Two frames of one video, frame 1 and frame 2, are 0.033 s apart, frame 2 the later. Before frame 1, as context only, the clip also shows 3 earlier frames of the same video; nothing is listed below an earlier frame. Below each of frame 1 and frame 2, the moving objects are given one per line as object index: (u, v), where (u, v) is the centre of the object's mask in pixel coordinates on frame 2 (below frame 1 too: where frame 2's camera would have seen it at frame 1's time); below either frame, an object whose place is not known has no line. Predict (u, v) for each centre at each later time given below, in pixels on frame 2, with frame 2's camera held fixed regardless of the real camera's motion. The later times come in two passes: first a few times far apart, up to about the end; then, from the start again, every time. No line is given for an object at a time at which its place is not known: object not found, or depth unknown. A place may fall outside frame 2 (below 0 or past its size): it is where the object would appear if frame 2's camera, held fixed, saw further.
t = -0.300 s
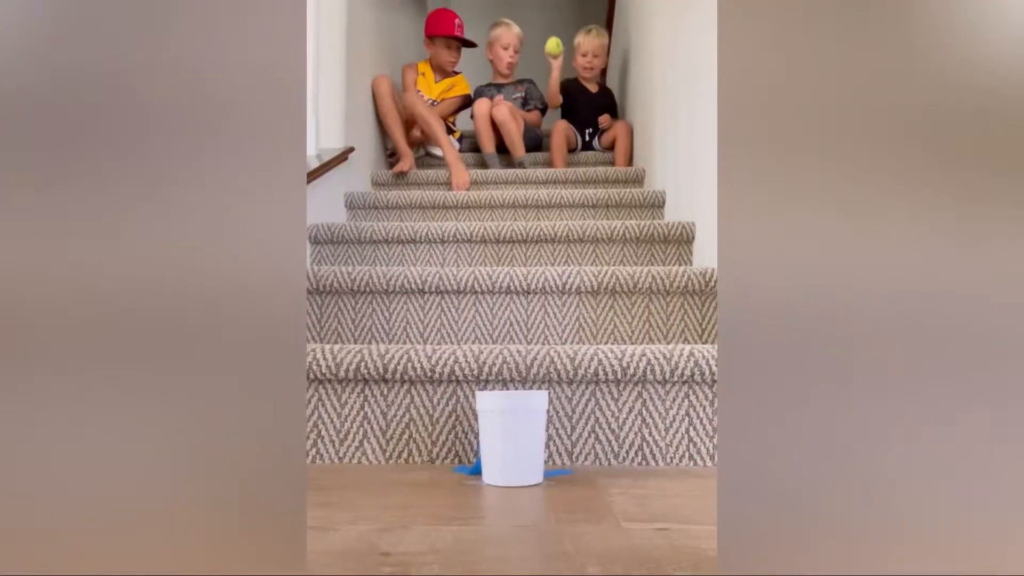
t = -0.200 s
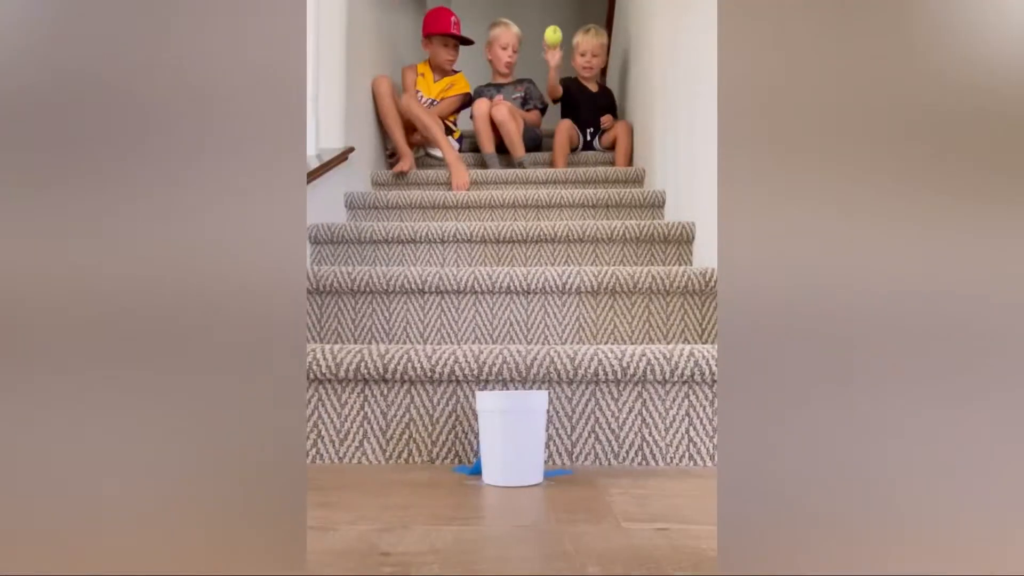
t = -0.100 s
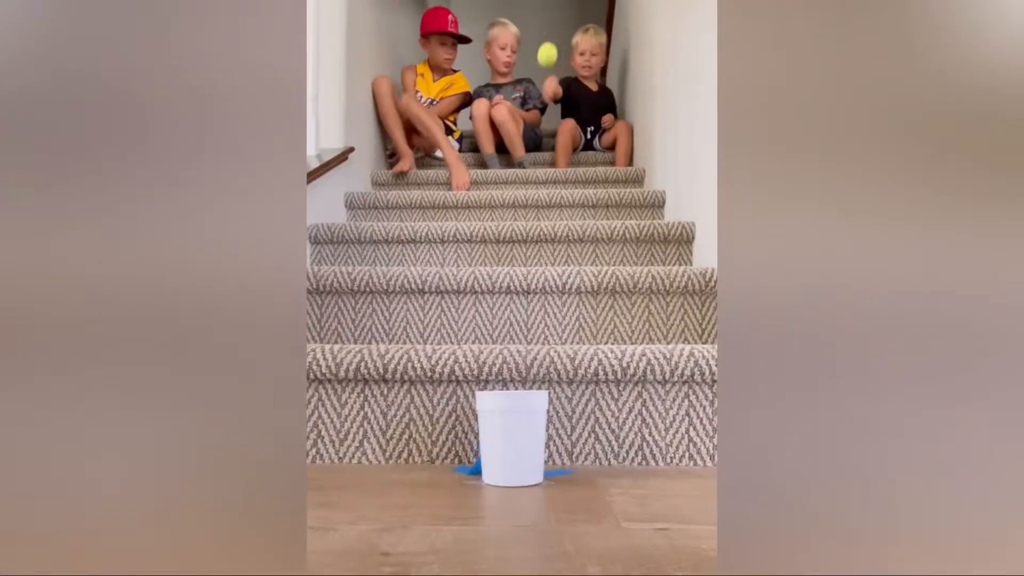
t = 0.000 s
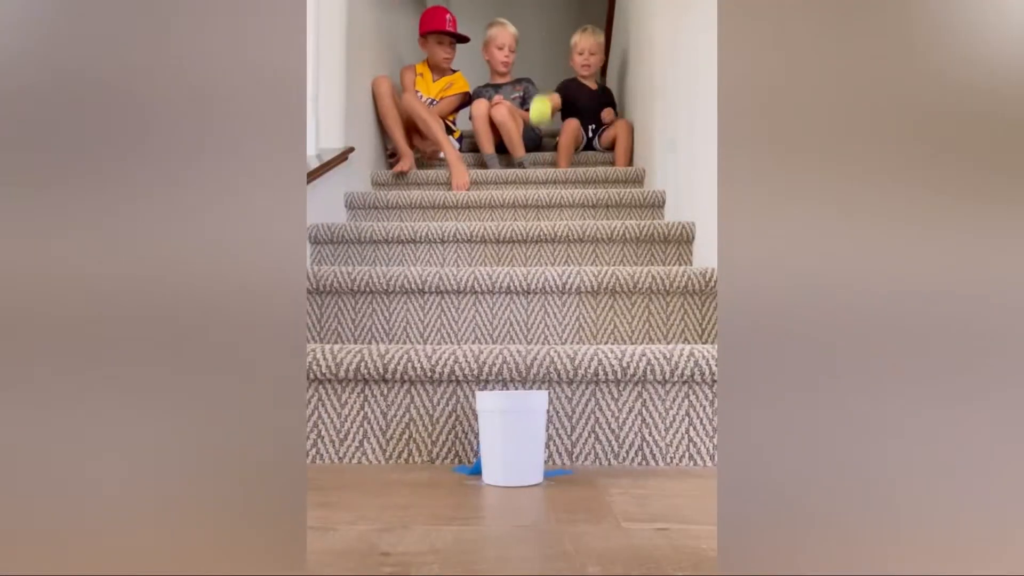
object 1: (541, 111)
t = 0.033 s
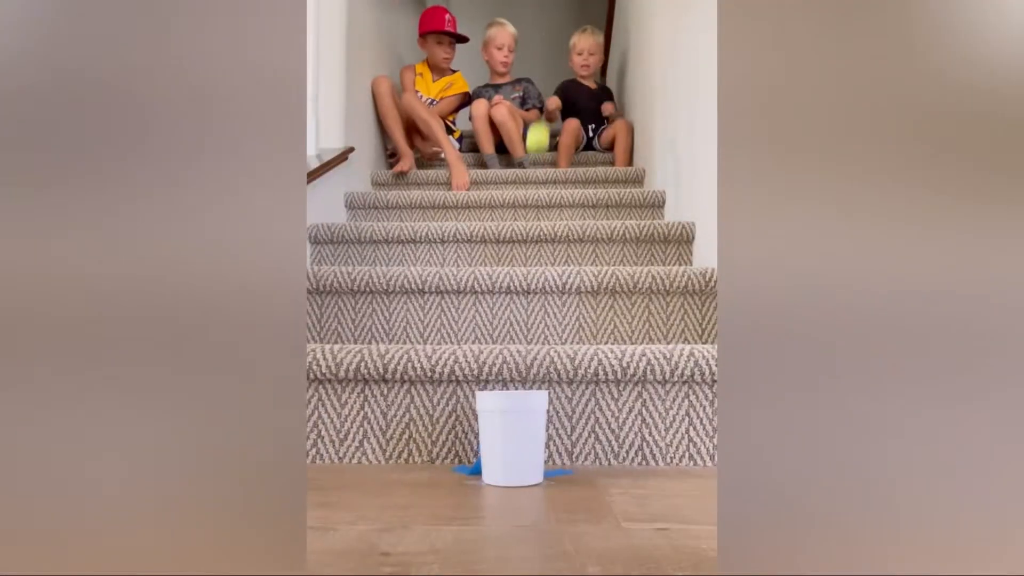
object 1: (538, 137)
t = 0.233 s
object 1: (528, 170)
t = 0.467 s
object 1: (528, 52)
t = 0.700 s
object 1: (528, 168)
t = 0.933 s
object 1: (525, 209)
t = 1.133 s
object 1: (519, 181)
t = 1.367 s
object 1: (515, 388)
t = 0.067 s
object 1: (534, 172)
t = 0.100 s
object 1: (532, 214)
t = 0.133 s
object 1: (527, 257)
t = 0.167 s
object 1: (527, 239)
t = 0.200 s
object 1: (528, 203)
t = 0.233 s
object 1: (528, 170)
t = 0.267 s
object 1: (527, 142)
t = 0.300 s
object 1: (528, 117)
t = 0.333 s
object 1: (528, 94)
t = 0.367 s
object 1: (528, 78)
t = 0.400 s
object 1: (528, 65)
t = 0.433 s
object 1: (528, 56)
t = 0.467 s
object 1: (528, 52)
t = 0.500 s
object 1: (528, 52)
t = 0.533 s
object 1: (528, 57)
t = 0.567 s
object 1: (528, 68)
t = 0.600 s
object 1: (528, 85)
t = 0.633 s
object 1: (528, 107)
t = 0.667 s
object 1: (528, 134)
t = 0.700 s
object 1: (528, 168)
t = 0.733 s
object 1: (528, 212)
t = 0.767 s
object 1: (529, 263)
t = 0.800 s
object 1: (529, 319)
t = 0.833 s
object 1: (528, 304)
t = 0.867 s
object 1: (528, 267)
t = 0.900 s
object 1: (526, 236)
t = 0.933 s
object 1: (525, 209)
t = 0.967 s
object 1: (524, 189)
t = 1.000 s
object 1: (523, 175)
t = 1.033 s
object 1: (522, 167)
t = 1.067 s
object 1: (521, 165)
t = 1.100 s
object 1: (520, 169)
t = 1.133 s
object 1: (519, 181)
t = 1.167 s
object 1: (518, 201)
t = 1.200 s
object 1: (516, 231)
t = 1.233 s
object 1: (515, 269)
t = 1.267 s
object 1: (513, 316)
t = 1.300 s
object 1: (512, 370)
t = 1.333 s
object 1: (513, 379)
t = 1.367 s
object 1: (515, 388)
